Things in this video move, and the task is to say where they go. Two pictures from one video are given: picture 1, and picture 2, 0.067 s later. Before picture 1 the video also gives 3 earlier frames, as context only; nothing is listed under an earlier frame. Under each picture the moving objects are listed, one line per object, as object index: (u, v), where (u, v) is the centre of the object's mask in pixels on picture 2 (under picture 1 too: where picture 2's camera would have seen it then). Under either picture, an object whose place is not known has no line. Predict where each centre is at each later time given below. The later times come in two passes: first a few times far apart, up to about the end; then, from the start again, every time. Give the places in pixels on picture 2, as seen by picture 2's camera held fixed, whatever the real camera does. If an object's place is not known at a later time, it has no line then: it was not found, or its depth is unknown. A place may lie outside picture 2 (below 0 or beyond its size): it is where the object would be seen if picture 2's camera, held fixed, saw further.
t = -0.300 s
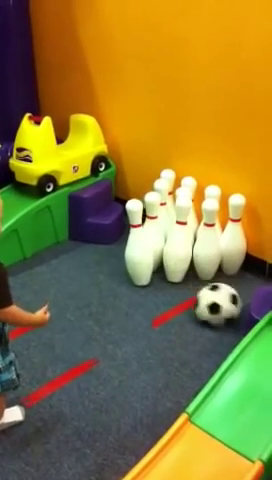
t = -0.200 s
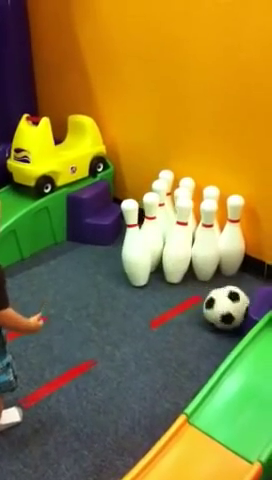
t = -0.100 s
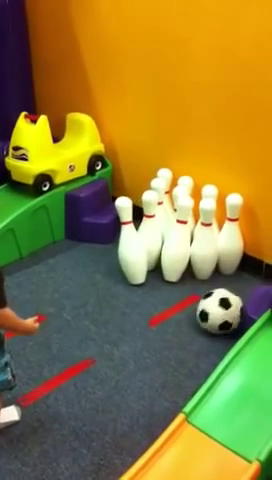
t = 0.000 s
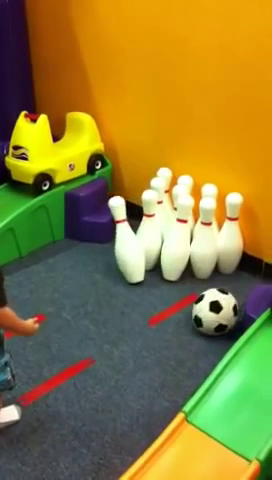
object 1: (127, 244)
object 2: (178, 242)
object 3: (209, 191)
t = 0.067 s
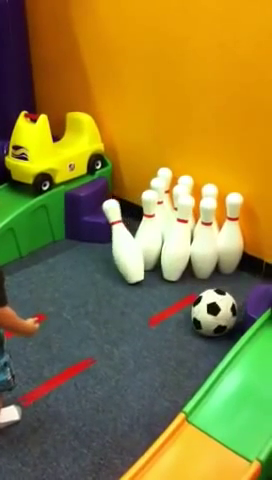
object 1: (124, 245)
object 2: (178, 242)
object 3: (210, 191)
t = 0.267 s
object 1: (115, 254)
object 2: (178, 241)
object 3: (209, 191)
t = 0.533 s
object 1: (109, 253)
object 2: (177, 248)
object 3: (209, 191)
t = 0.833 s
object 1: (109, 253)
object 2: (167, 275)
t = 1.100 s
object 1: (110, 253)
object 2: (168, 277)
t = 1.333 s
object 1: (111, 253)
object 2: (171, 277)
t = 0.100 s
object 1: (122, 246)
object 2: (178, 241)
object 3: (209, 191)
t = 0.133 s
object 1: (121, 249)
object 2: (178, 241)
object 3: (209, 191)
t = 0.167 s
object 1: (119, 252)
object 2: (178, 242)
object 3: (209, 191)
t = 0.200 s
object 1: (118, 256)
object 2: (178, 241)
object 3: (209, 191)
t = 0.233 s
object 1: (117, 258)
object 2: (178, 241)
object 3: (209, 191)
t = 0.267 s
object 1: (115, 254)
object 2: (178, 241)
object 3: (209, 191)
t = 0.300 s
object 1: (114, 252)
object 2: (178, 241)
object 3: (209, 191)
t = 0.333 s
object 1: (113, 251)
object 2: (178, 241)
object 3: (209, 191)
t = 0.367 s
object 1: (112, 251)
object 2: (178, 241)
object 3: (211, 197)
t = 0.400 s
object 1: (111, 251)
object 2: (178, 242)
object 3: (209, 191)
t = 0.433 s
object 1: (110, 251)
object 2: (178, 242)
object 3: (209, 191)
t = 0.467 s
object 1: (110, 253)
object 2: (178, 243)
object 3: (210, 191)
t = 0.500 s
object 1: (109, 253)
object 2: (177, 245)
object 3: (209, 191)
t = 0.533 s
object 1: (109, 253)
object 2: (177, 248)
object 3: (209, 191)
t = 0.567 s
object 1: (109, 253)
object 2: (177, 251)
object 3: (209, 191)
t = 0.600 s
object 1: (109, 253)
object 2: (176, 254)
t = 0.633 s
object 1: (109, 253)
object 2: (175, 258)
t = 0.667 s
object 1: (109, 253)
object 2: (174, 261)
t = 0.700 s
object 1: (109, 254)
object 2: (172, 264)
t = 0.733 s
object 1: (109, 253)
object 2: (171, 267)
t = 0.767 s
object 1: (109, 253)
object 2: (169, 270)
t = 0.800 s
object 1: (109, 253)
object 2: (168, 272)
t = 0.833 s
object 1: (109, 253)
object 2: (167, 275)
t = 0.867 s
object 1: (109, 254)
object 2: (167, 276)
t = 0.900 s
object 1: (109, 253)
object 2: (166, 277)
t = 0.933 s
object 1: (110, 253)
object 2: (167, 277)
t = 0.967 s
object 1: (110, 253)
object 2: (167, 276)
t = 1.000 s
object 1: (110, 253)
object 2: (167, 277)
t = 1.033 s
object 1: (110, 253)
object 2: (167, 277)
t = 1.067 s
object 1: (110, 253)
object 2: (168, 277)
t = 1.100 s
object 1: (110, 253)
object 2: (168, 277)
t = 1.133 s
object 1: (110, 253)
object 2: (169, 277)
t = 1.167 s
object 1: (110, 253)
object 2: (169, 277)
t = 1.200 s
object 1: (110, 253)
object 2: (170, 277)
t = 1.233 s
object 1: (111, 253)
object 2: (170, 277)
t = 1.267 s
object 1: (111, 253)
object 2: (170, 277)
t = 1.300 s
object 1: (111, 253)
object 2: (171, 277)
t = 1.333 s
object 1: (111, 253)
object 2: (171, 277)
